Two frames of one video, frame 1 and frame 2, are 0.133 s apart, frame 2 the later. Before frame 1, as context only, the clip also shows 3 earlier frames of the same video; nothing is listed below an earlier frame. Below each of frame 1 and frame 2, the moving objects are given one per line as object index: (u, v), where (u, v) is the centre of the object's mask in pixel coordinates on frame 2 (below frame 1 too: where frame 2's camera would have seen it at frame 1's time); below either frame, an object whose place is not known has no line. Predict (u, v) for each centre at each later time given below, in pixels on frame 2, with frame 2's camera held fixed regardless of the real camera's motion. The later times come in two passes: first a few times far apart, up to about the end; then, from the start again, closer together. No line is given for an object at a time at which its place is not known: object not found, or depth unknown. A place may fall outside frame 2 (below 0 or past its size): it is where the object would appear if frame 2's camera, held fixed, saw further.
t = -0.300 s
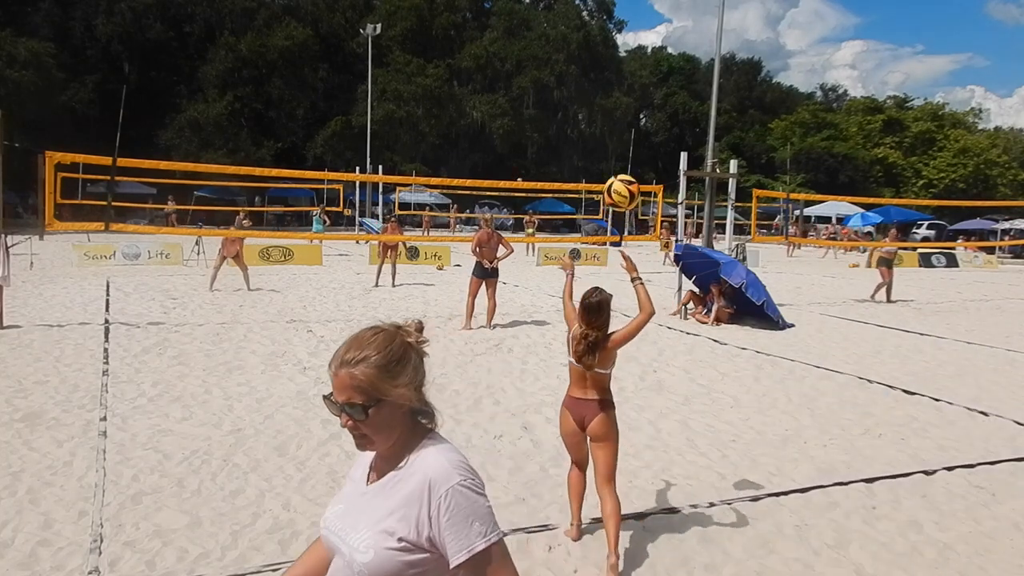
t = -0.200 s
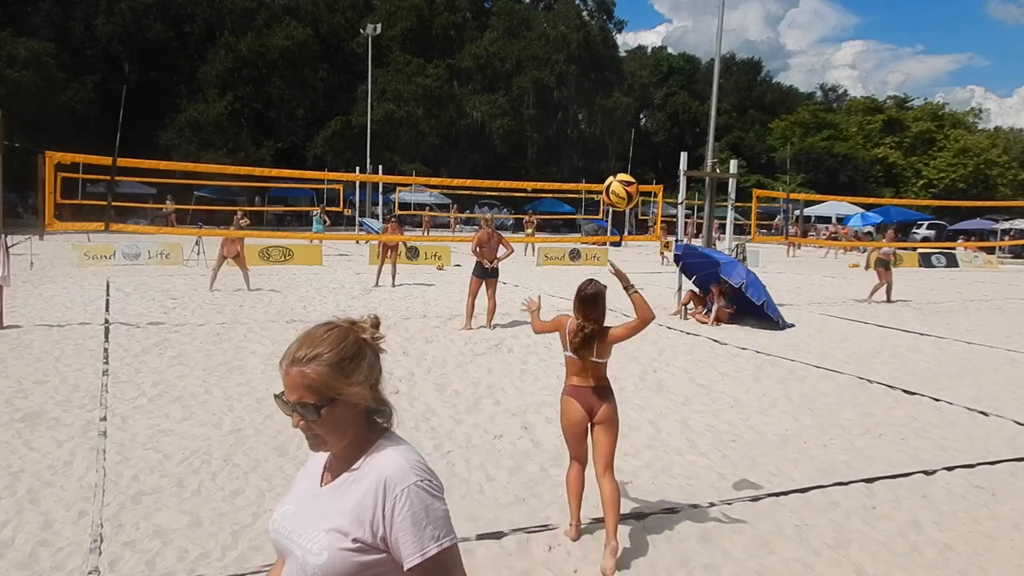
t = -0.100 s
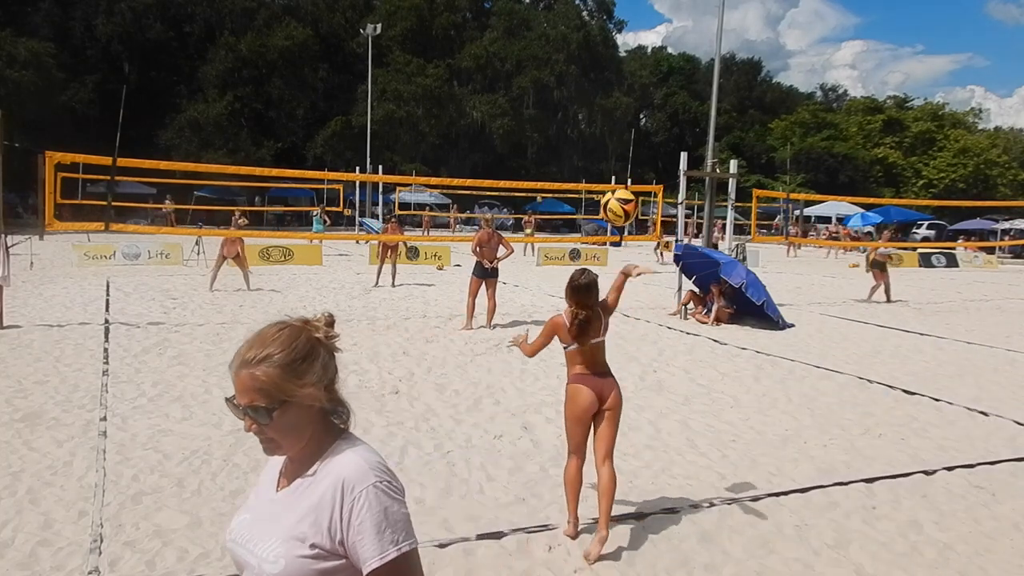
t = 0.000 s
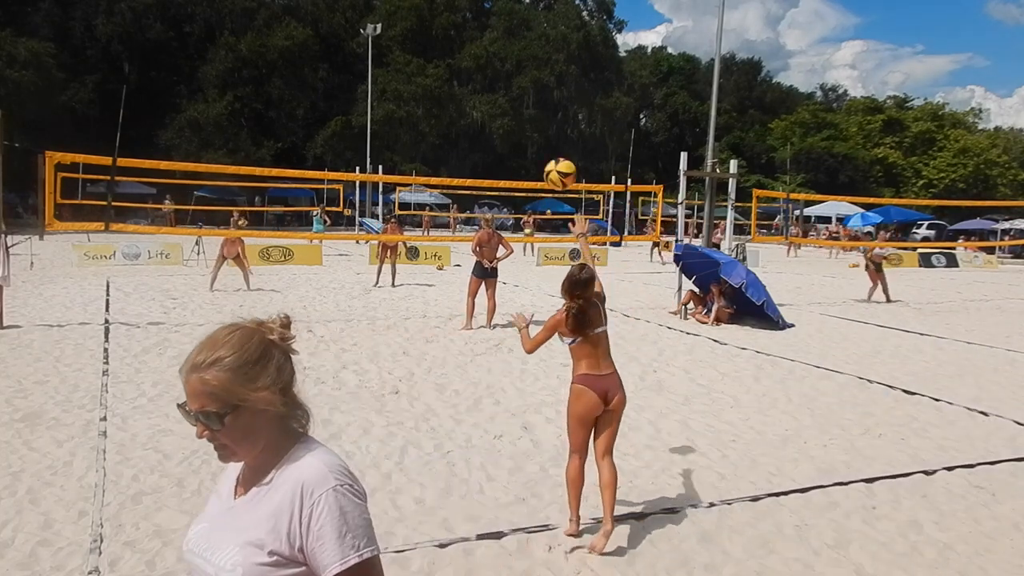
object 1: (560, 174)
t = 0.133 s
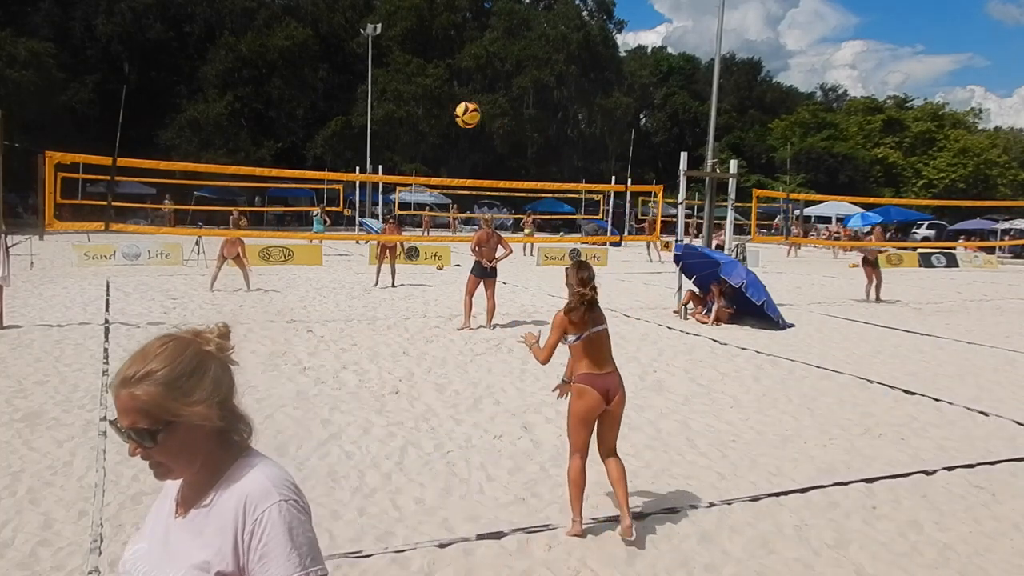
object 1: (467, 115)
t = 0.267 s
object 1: (409, 93)
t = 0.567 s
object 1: (333, 107)
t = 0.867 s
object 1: (289, 156)
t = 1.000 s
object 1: (274, 185)
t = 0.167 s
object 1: (451, 106)
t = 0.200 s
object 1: (435, 100)
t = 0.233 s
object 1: (422, 96)
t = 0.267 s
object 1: (409, 93)
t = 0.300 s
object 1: (397, 91)
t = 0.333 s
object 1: (387, 90)
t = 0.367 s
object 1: (377, 91)
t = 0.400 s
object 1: (368, 92)
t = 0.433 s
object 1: (360, 94)
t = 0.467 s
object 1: (353, 97)
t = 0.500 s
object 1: (346, 100)
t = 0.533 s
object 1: (339, 103)
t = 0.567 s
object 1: (333, 107)
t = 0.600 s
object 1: (327, 111)
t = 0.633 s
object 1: (321, 116)
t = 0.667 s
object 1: (316, 120)
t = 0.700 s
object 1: (311, 126)
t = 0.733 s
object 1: (306, 131)
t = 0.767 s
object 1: (301, 137)
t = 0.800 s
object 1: (297, 143)
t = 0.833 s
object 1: (293, 149)
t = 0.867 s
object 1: (289, 156)
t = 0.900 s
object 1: (285, 162)
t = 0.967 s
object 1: (278, 180)
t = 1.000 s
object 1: (274, 185)
